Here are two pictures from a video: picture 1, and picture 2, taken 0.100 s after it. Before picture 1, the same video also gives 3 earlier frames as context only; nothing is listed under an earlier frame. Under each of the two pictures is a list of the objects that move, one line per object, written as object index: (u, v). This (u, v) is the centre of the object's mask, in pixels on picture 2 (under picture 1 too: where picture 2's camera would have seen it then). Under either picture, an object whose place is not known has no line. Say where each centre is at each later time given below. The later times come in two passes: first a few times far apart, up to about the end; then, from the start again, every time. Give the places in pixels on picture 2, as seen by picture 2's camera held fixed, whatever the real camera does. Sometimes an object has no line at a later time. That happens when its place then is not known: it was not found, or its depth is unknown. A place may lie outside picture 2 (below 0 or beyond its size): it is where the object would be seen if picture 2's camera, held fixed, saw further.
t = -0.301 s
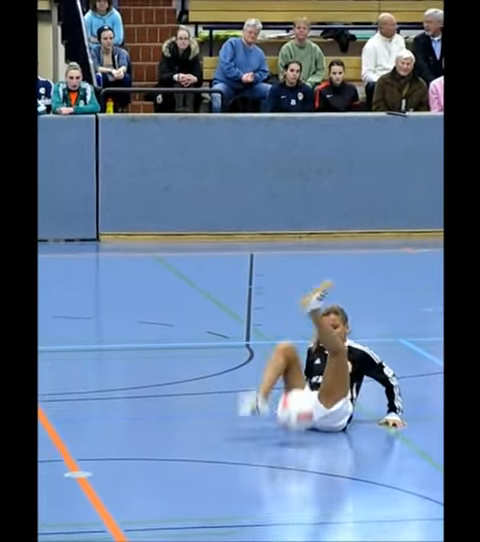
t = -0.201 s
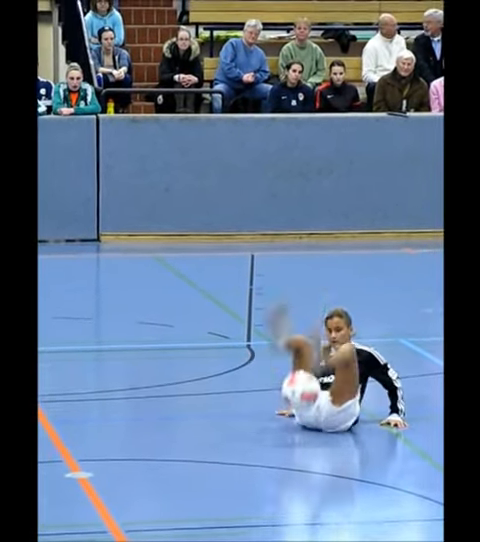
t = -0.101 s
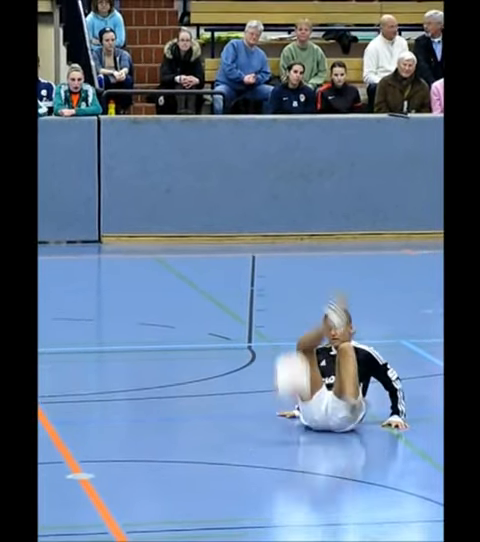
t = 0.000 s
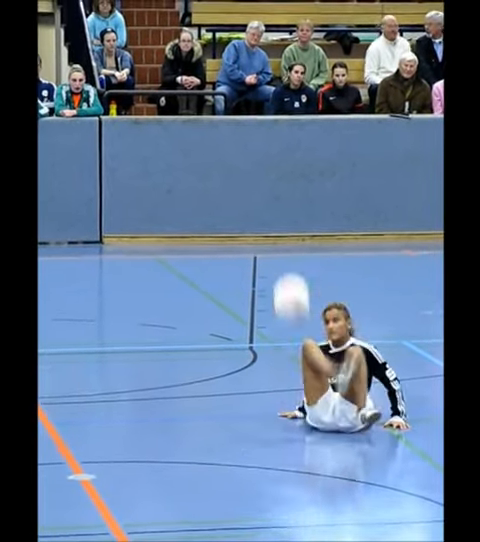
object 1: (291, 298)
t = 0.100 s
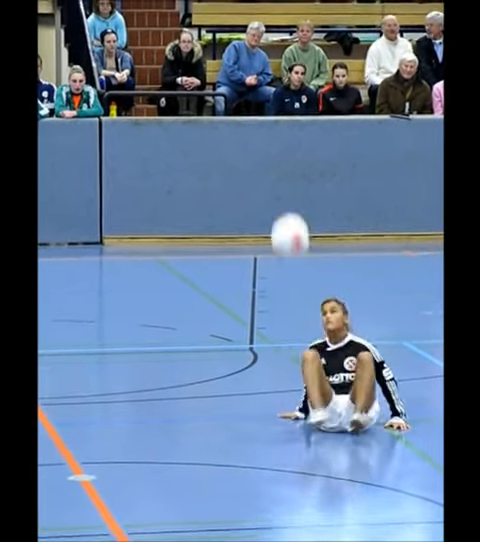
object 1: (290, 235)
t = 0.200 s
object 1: (288, 190)
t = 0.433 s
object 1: (284, 149)
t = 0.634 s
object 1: (281, 180)
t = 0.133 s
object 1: (289, 218)
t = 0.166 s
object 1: (288, 203)
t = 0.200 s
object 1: (288, 190)
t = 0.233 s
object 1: (287, 179)
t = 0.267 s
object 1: (287, 170)
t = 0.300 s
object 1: (286, 161)
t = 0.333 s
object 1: (285, 156)
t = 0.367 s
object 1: (285, 151)
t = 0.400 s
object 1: (285, 149)
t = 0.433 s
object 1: (284, 149)
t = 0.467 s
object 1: (284, 150)
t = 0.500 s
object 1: (283, 152)
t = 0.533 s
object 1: (283, 157)
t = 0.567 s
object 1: (282, 163)
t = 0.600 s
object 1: (281, 171)
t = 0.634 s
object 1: (281, 180)
